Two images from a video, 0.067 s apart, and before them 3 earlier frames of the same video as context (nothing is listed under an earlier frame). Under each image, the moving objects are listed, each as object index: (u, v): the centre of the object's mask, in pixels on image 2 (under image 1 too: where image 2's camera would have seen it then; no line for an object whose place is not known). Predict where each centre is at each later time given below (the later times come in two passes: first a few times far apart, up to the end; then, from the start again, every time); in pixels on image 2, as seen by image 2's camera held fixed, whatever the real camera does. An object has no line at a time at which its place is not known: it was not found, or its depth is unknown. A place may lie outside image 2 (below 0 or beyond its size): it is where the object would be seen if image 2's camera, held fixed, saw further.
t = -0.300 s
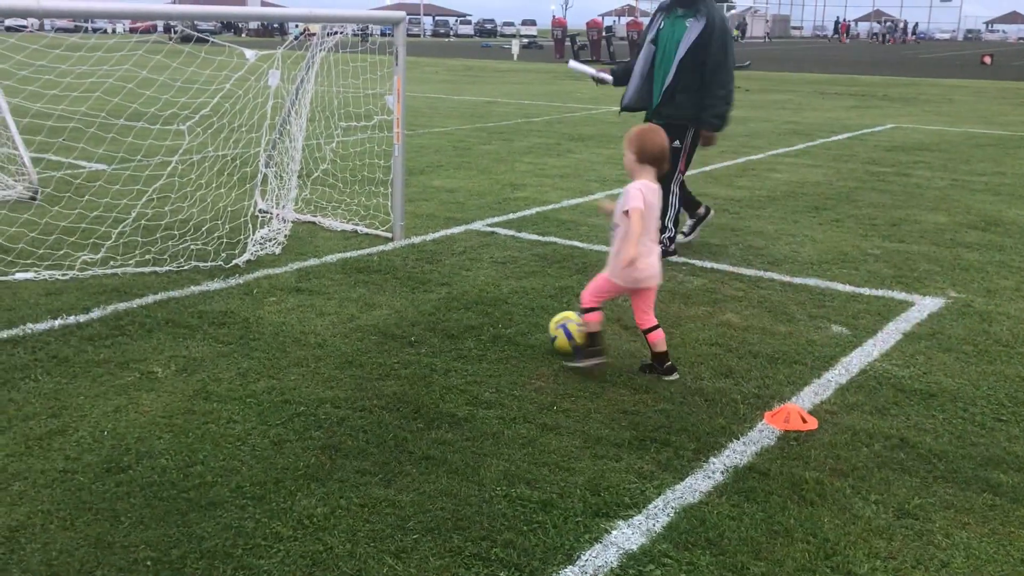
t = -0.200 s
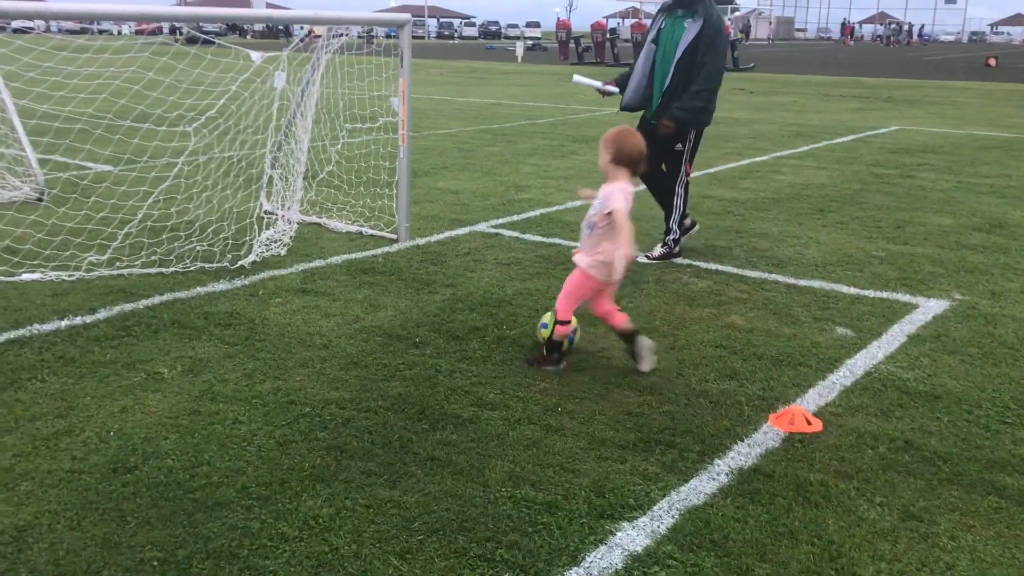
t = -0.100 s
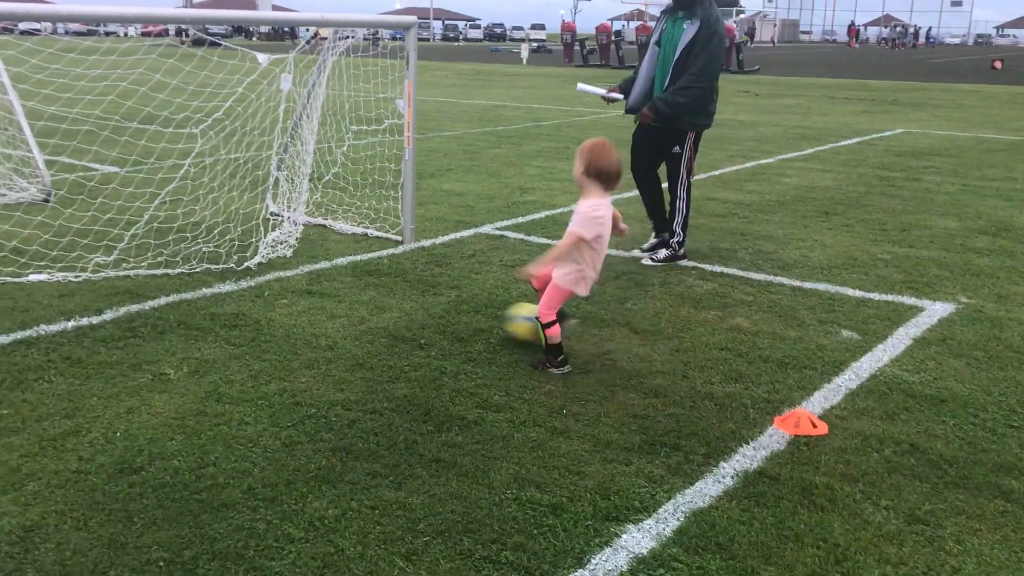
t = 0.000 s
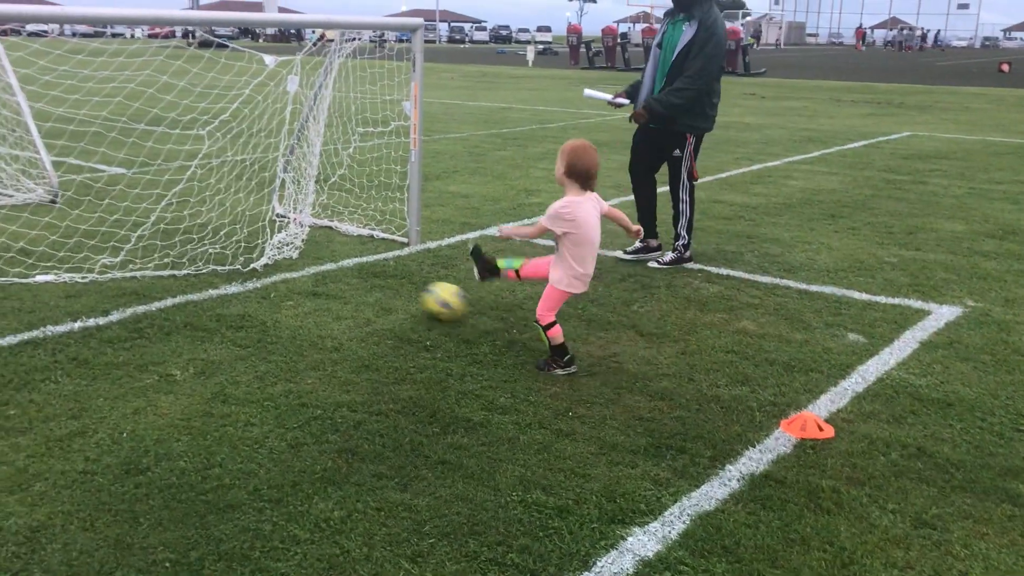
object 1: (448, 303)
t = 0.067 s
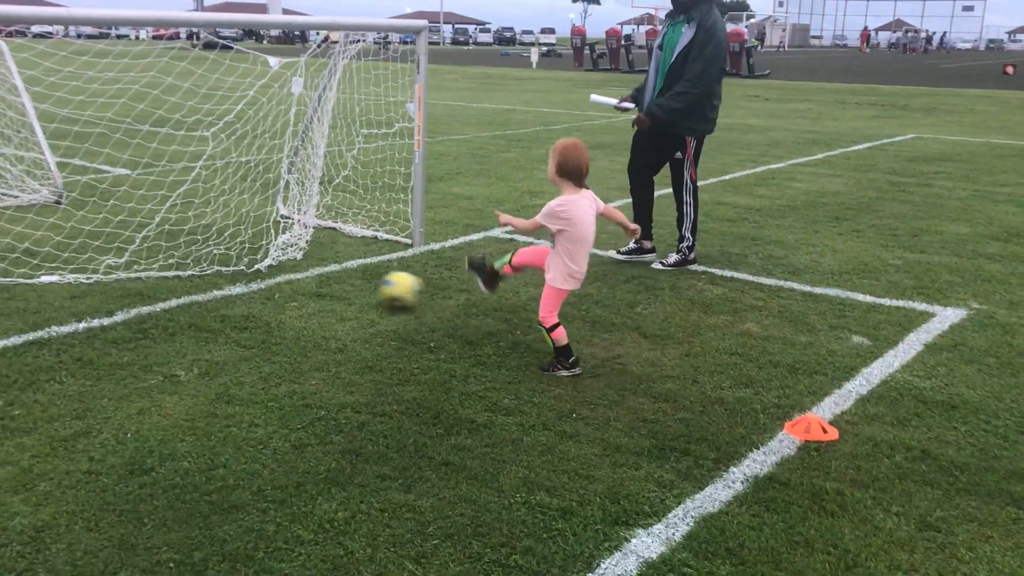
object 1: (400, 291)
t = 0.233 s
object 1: (313, 267)
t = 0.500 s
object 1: (236, 234)
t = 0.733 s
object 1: (203, 240)
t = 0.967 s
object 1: (181, 239)
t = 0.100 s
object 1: (380, 285)
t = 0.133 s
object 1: (359, 282)
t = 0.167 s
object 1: (343, 276)
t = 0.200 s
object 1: (327, 271)
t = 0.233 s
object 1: (313, 267)
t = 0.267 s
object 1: (298, 263)
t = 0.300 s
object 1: (285, 261)
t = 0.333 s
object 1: (273, 258)
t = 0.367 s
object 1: (263, 254)
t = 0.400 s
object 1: (254, 249)
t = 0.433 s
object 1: (248, 241)
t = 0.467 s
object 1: (242, 237)
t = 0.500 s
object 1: (236, 234)
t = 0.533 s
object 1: (231, 231)
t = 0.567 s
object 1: (226, 230)
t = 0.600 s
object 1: (220, 231)
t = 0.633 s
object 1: (216, 233)
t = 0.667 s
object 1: (211, 237)
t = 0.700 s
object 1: (206, 243)
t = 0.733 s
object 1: (203, 240)
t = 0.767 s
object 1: (200, 237)
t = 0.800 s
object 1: (196, 236)
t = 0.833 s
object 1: (193, 236)
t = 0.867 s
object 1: (190, 239)
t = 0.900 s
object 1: (186, 240)
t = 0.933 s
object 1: (184, 239)
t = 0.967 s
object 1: (181, 239)
